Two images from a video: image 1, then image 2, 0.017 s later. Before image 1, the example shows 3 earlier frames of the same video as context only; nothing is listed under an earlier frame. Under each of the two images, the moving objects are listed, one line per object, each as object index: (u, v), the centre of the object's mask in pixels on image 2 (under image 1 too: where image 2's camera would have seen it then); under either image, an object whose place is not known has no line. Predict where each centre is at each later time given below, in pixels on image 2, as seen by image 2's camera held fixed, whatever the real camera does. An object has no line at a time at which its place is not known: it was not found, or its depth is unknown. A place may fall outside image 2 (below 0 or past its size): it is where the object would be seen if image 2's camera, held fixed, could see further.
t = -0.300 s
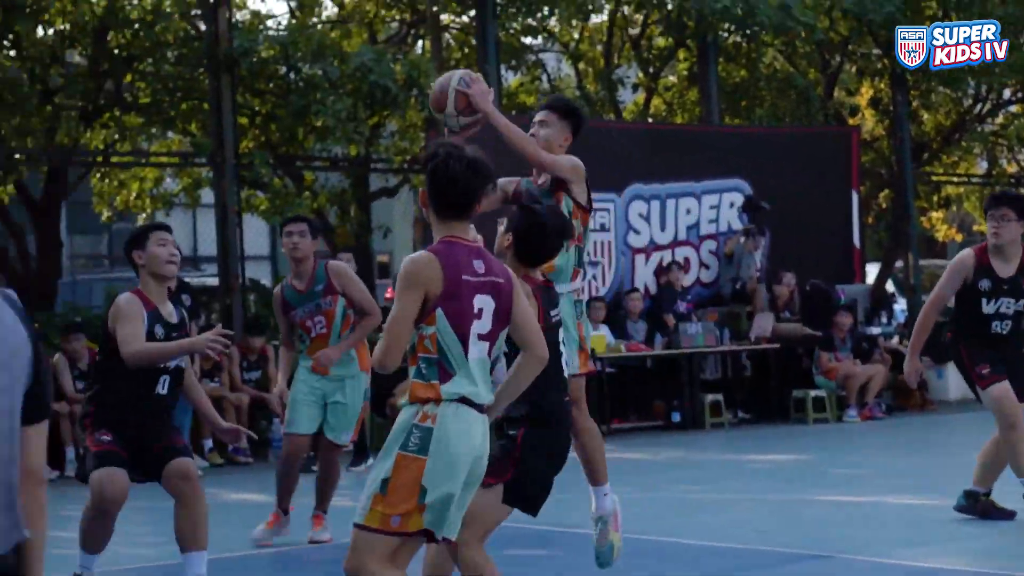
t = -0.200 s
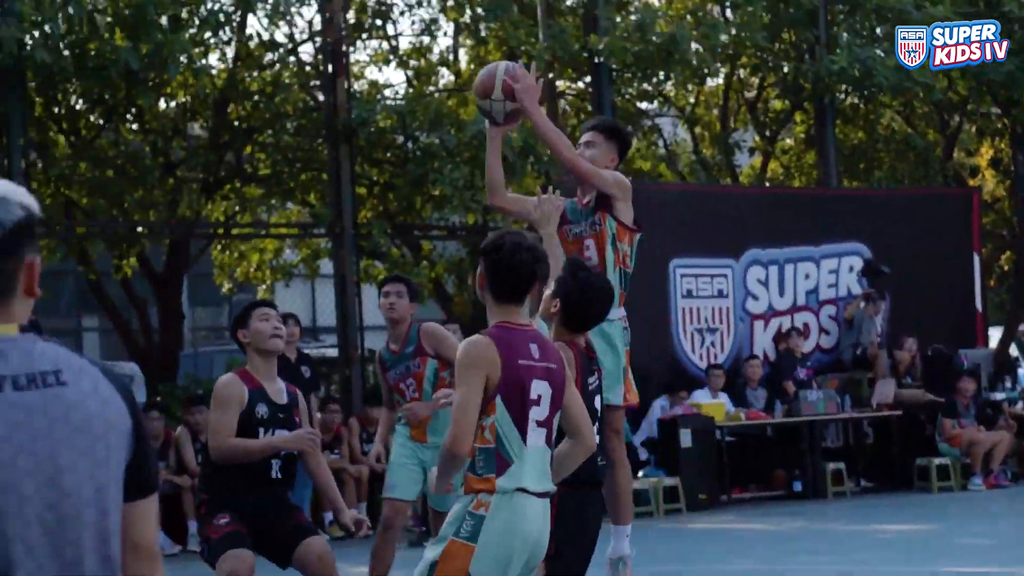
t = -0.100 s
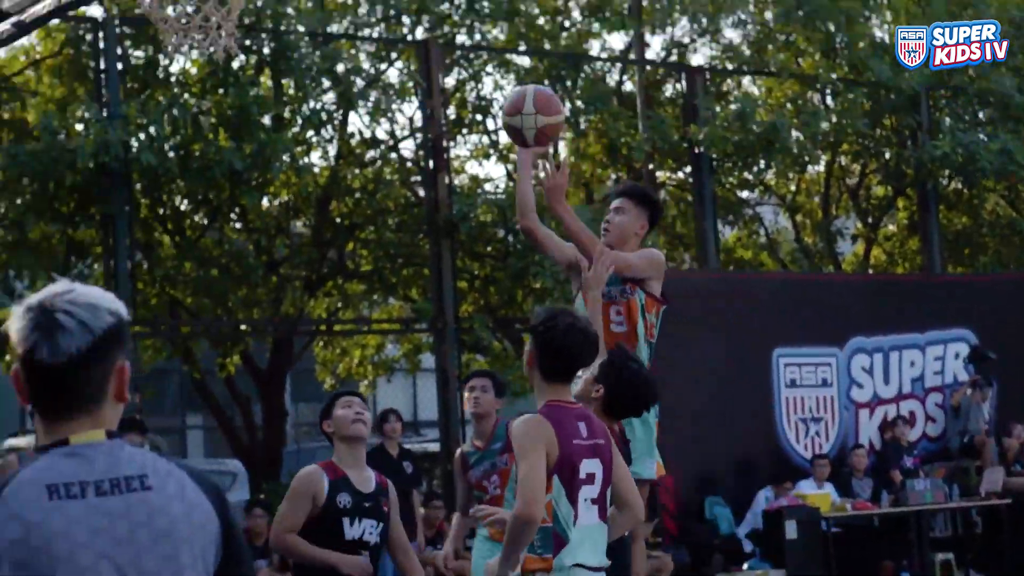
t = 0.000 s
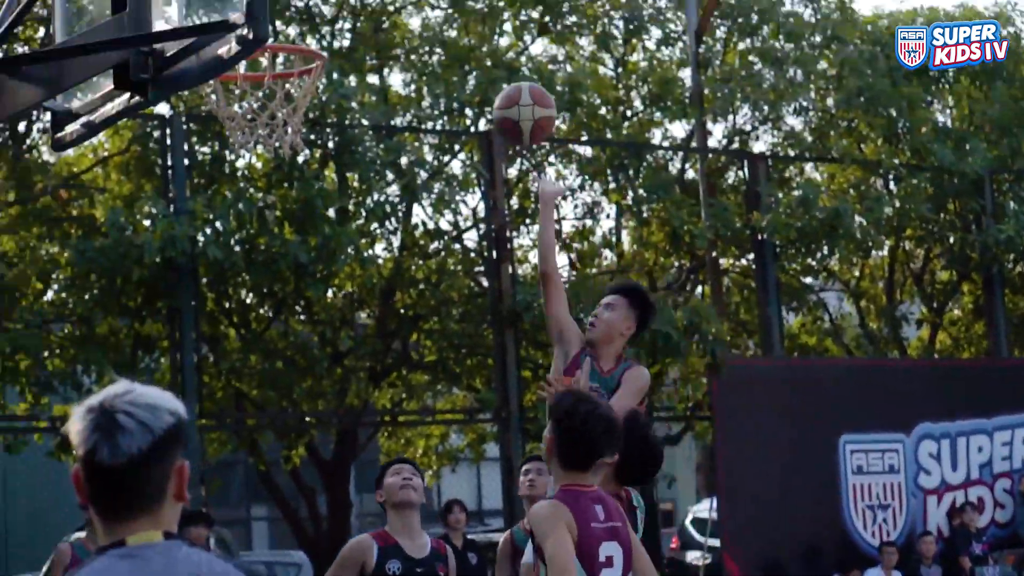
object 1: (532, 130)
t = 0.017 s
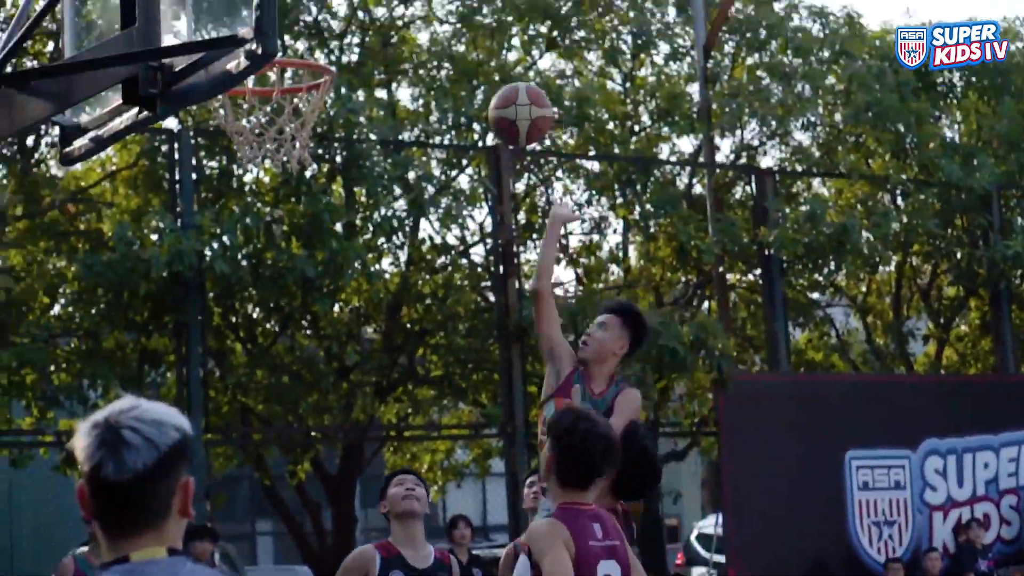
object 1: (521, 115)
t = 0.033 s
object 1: (509, 102)
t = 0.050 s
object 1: (497, 89)
